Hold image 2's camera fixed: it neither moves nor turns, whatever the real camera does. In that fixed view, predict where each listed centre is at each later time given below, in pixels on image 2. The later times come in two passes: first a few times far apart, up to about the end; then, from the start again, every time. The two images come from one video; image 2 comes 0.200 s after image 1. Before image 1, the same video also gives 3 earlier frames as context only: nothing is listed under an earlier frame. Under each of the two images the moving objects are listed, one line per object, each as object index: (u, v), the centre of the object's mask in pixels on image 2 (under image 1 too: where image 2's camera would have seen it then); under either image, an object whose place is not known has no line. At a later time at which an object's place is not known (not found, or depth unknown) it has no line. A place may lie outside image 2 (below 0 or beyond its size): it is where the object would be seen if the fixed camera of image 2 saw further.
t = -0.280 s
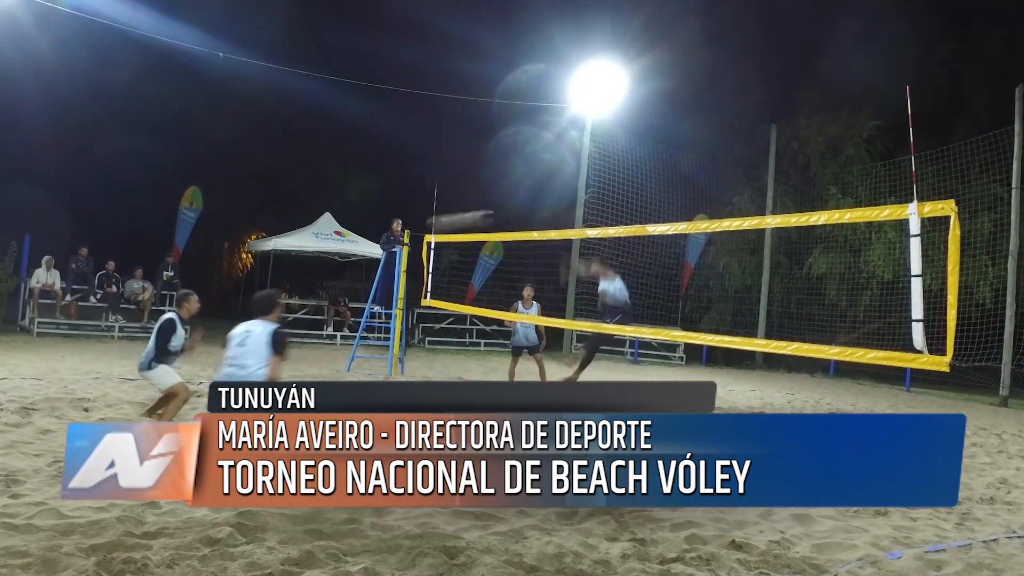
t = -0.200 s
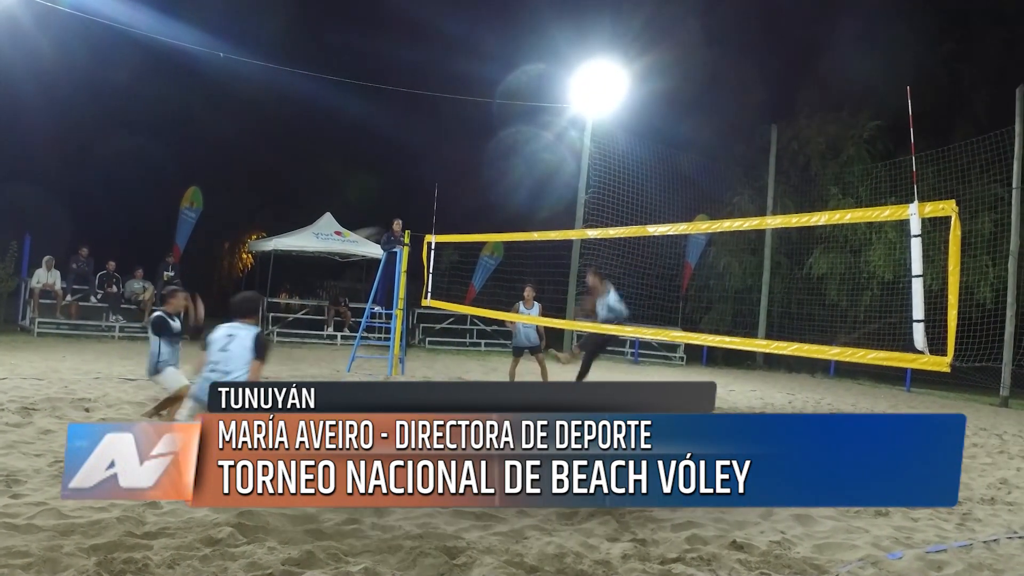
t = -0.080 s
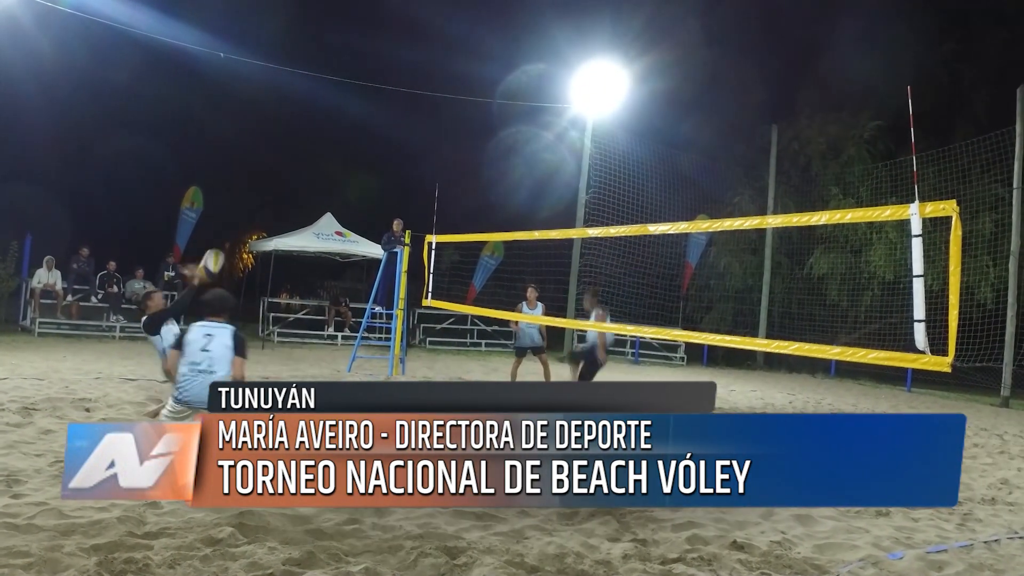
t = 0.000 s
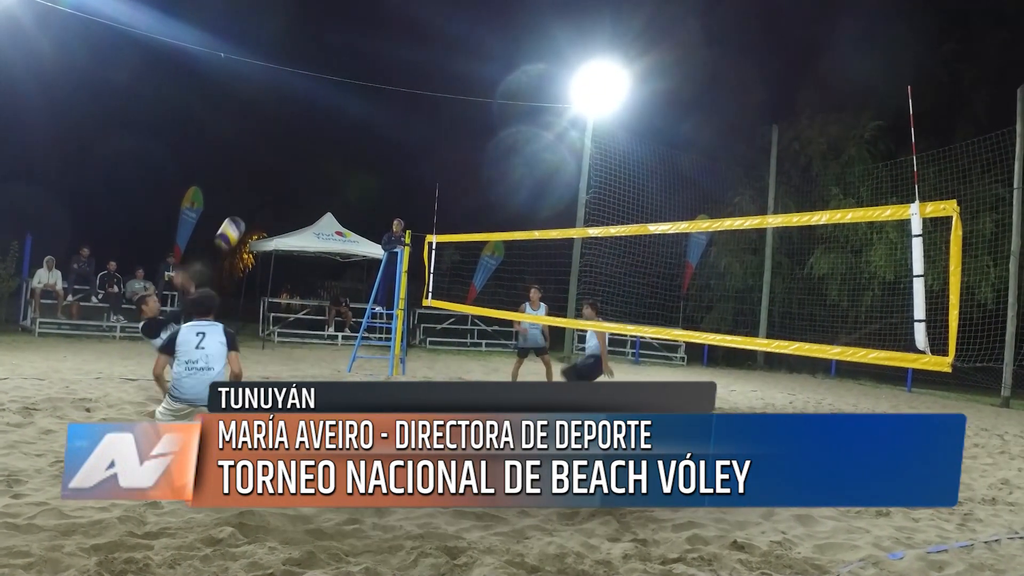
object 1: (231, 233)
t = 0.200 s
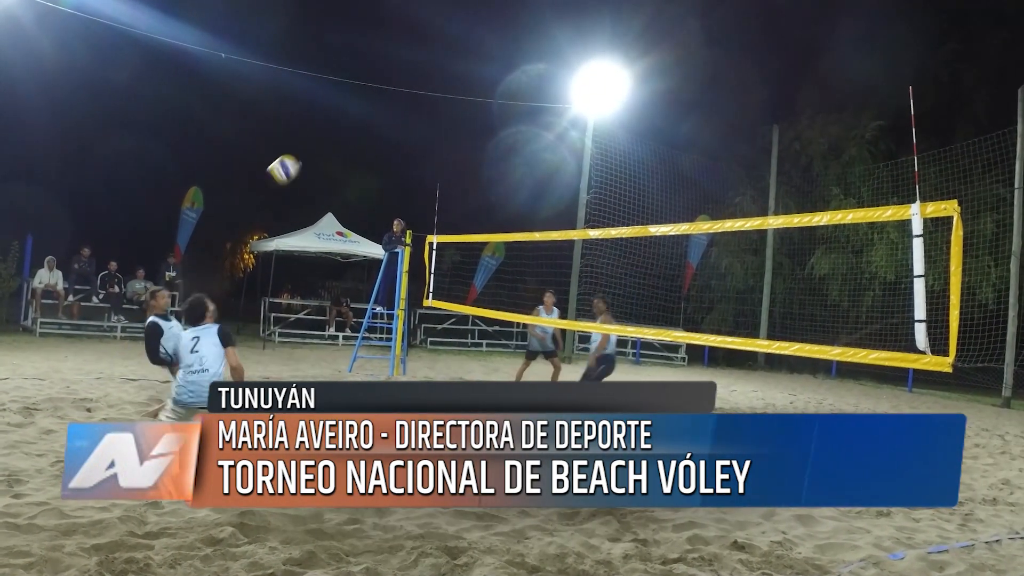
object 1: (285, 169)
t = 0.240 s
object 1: (296, 161)
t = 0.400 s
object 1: (348, 140)
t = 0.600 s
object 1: (429, 160)
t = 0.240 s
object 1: (296, 161)
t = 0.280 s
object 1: (307, 153)
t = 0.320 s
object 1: (320, 147)
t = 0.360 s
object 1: (334, 143)
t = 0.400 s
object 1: (348, 140)
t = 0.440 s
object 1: (363, 139)
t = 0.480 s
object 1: (378, 141)
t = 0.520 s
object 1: (394, 145)
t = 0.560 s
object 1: (411, 151)
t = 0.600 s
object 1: (429, 160)
